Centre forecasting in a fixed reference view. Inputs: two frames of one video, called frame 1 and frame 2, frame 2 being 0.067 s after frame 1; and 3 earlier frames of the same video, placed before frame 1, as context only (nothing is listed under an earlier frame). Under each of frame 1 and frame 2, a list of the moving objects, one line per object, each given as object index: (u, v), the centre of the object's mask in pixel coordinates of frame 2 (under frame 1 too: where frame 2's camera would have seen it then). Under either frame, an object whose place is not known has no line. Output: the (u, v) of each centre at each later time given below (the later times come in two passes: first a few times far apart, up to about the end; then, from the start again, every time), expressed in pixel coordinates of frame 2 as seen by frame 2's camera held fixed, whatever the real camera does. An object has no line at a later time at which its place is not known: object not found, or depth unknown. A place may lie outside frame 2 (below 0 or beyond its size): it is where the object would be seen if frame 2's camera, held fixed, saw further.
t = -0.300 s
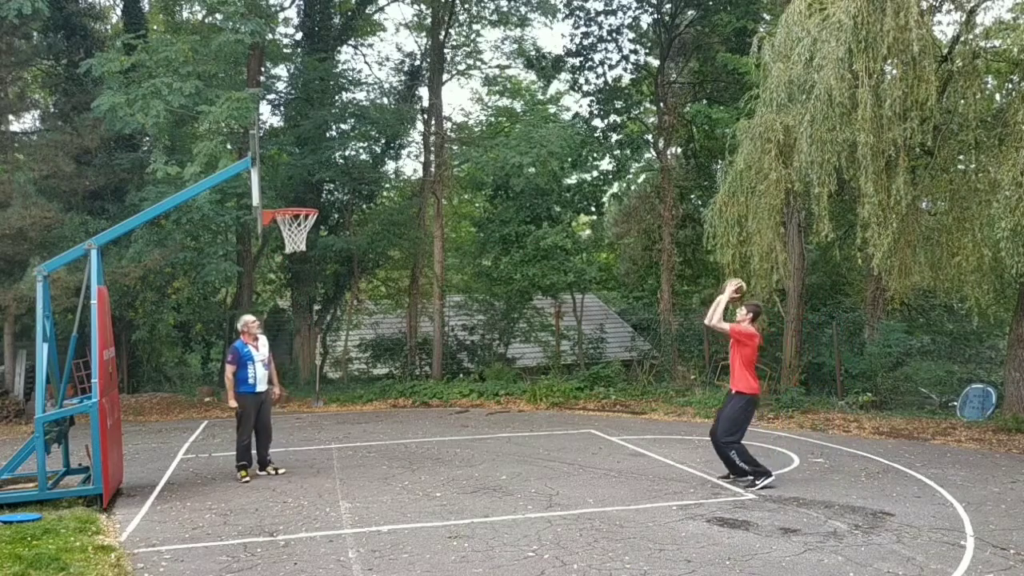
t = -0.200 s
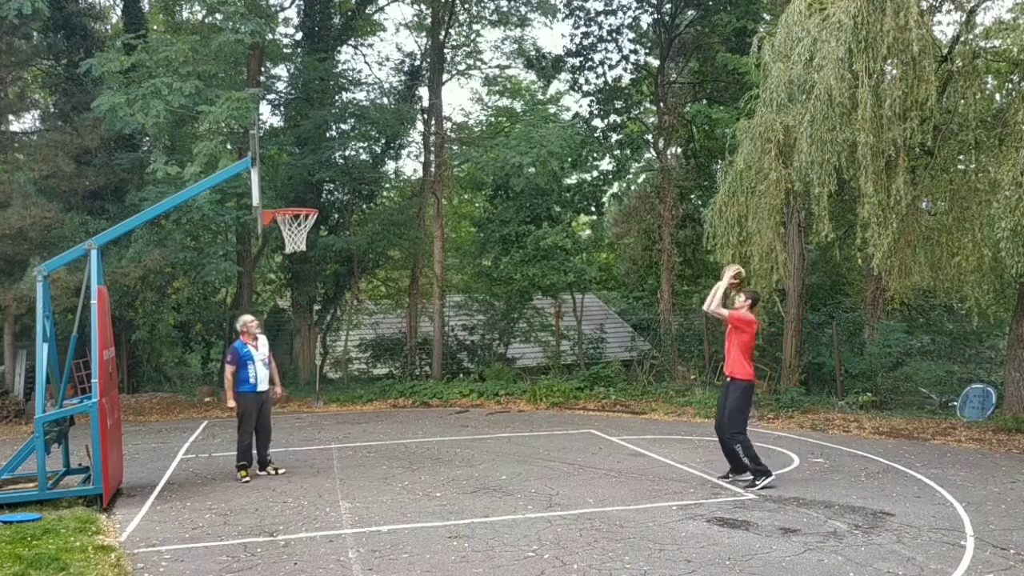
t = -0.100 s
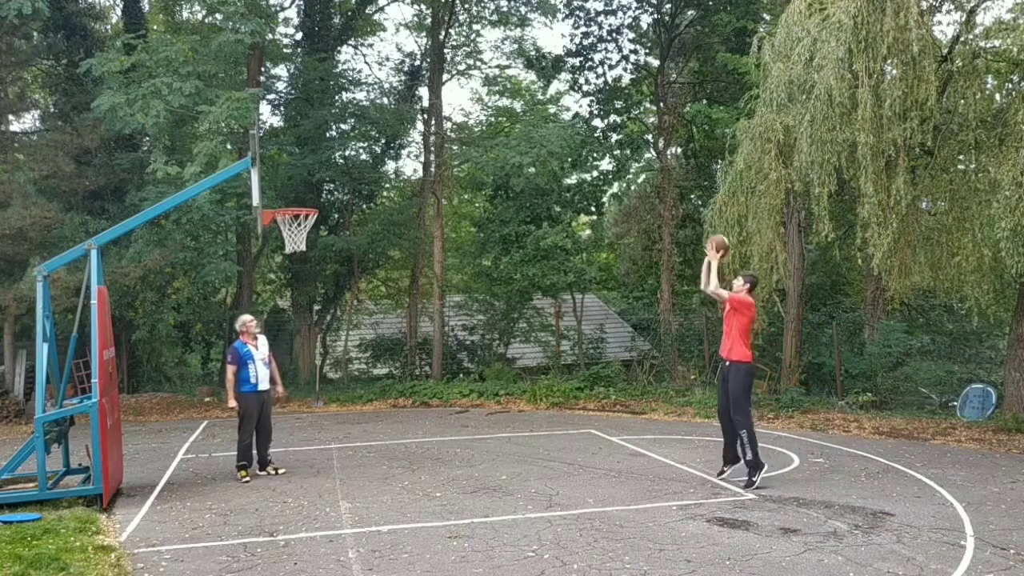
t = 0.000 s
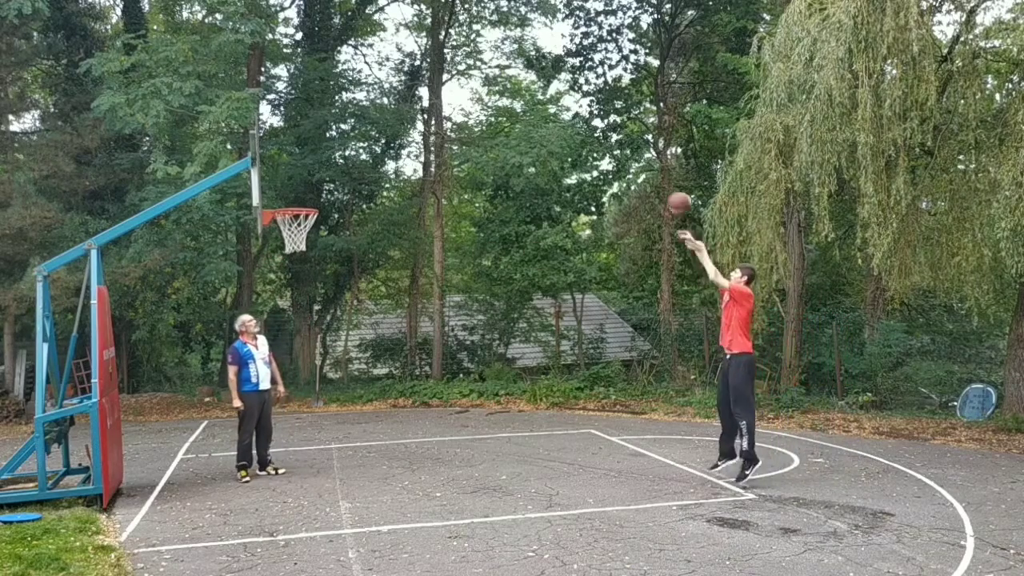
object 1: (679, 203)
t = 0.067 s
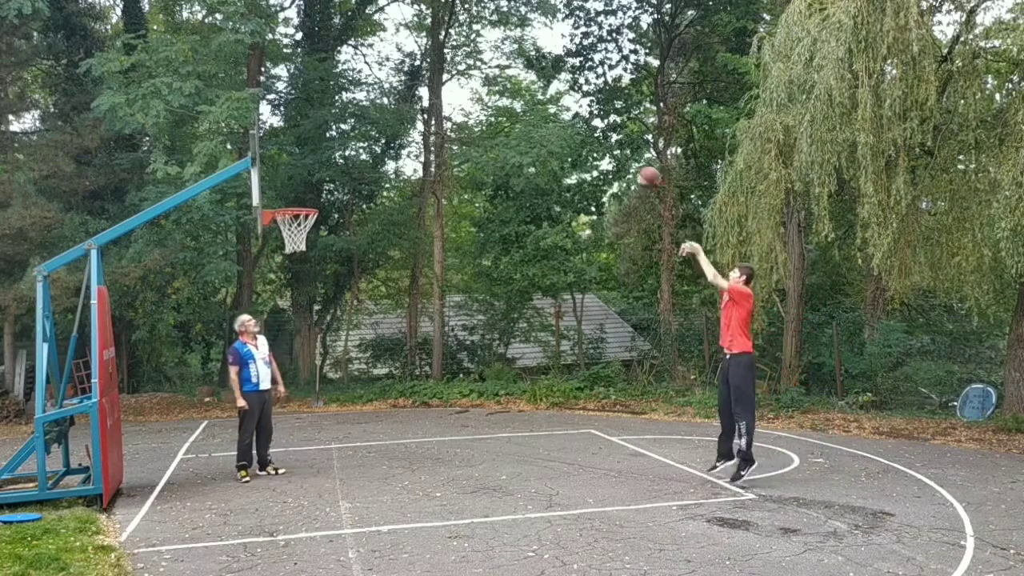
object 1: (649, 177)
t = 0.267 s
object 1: (561, 128)
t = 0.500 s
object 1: (462, 116)
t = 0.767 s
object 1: (358, 158)
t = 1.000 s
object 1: (282, 229)
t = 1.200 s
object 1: (273, 249)
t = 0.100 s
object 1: (634, 167)
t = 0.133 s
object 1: (619, 157)
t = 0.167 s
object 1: (603, 148)
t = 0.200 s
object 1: (589, 140)
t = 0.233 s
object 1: (575, 133)
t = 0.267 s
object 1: (561, 128)
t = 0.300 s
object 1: (546, 123)
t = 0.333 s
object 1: (531, 119)
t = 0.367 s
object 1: (517, 115)
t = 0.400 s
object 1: (503, 115)
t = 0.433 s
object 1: (489, 114)
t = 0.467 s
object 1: (476, 114)
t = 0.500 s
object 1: (462, 116)
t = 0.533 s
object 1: (448, 117)
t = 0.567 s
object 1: (435, 119)
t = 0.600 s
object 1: (422, 123)
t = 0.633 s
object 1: (409, 129)
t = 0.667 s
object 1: (396, 133)
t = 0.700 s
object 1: (383, 141)
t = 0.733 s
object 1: (371, 149)
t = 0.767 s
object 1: (358, 158)
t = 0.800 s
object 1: (345, 167)
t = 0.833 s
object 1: (332, 177)
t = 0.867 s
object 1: (320, 189)
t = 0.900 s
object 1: (308, 200)
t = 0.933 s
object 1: (297, 210)
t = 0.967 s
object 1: (283, 224)
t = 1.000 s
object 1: (282, 229)
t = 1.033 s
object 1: (282, 227)
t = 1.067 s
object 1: (280, 230)
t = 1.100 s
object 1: (278, 232)
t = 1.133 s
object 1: (277, 238)
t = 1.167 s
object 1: (274, 244)
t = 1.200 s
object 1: (273, 249)
